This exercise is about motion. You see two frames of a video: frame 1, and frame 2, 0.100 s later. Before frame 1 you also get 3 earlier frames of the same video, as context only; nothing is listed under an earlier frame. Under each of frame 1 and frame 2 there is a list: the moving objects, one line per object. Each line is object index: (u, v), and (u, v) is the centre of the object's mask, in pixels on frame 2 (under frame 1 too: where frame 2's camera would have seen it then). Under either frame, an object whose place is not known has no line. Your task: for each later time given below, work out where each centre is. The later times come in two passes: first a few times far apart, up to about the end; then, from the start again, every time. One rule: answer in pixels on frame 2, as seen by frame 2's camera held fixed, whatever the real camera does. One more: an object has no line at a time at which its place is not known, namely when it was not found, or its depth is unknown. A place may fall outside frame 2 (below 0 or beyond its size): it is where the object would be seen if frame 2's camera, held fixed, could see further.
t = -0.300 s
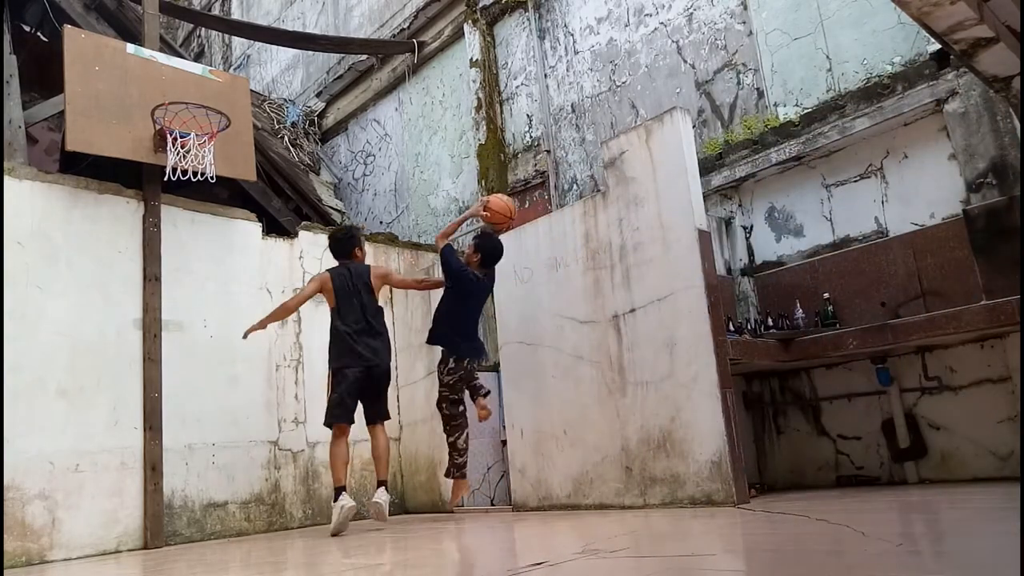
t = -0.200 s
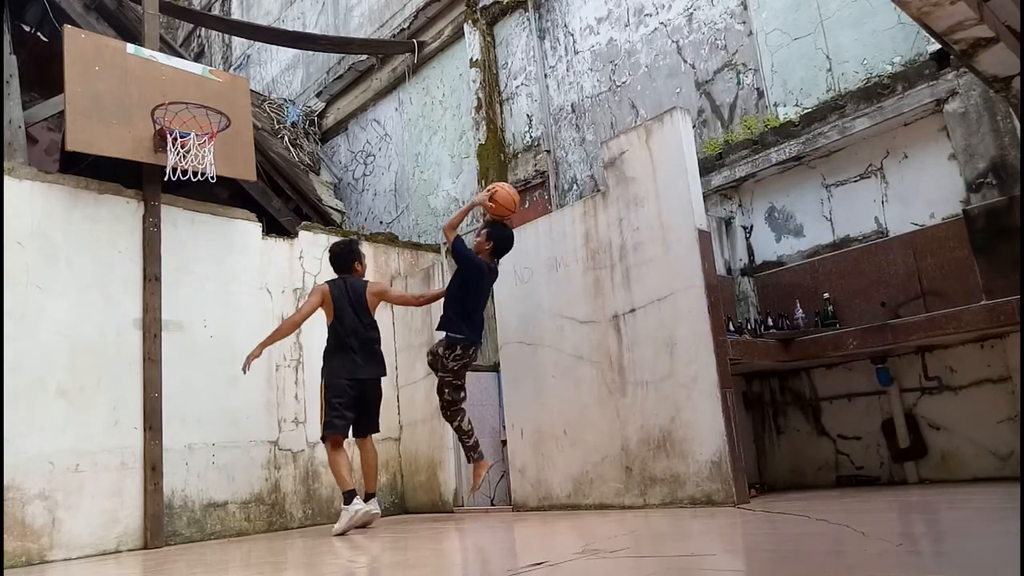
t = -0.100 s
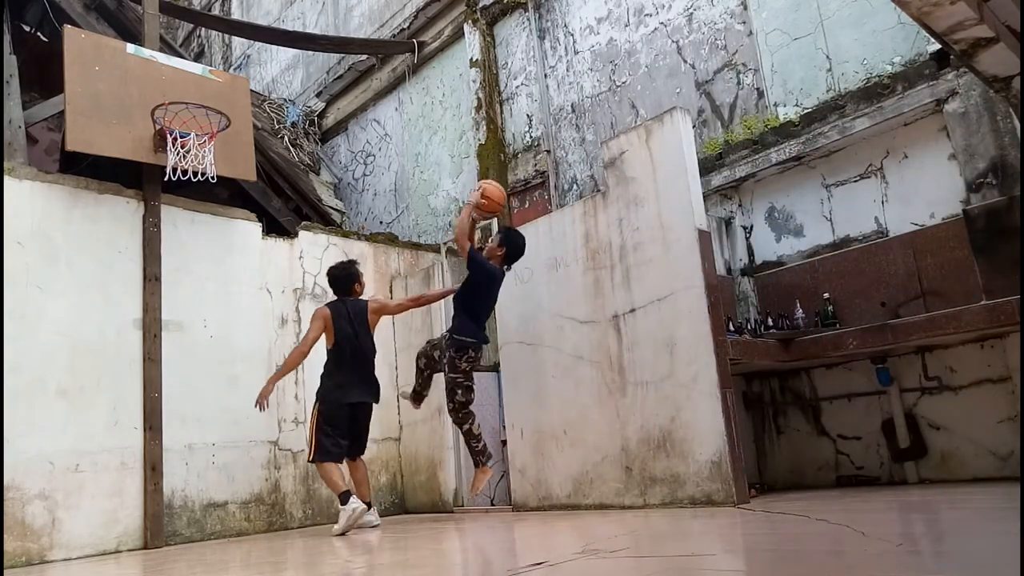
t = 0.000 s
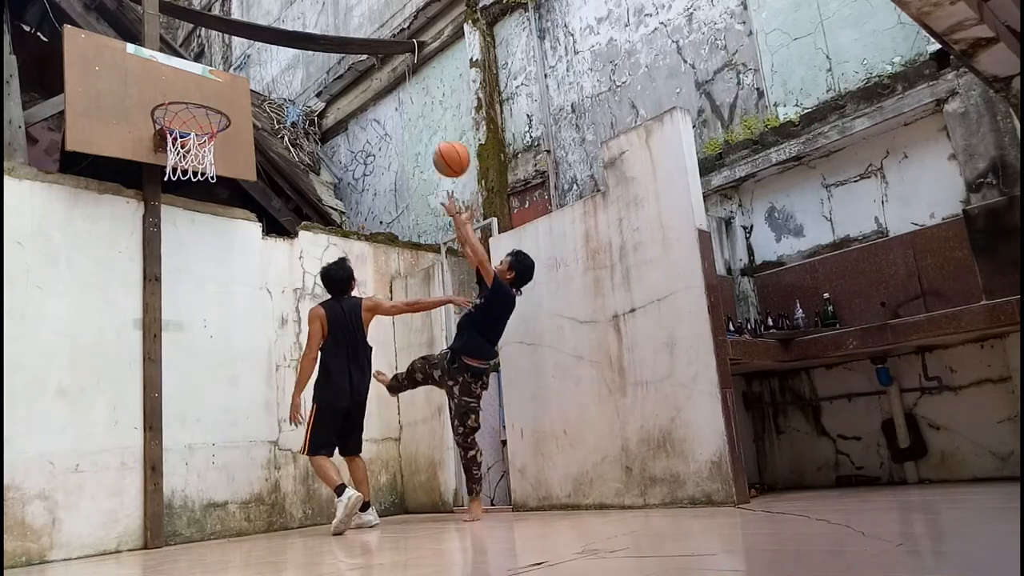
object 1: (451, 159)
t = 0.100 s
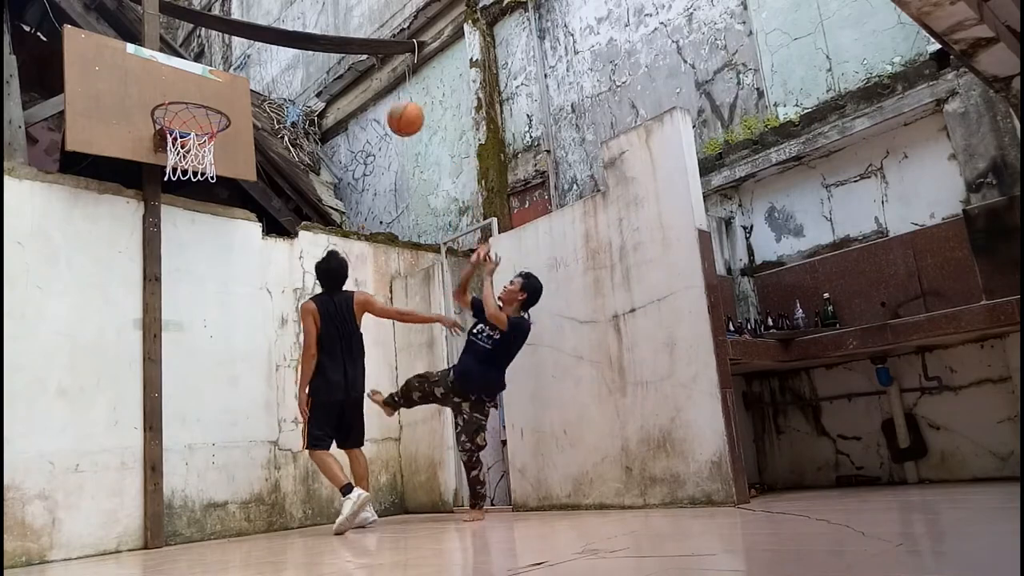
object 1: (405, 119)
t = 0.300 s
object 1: (315, 78)
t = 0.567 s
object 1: (198, 105)
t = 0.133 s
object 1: (390, 107)
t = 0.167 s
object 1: (375, 98)
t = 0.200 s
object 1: (361, 90)
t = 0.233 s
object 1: (346, 84)
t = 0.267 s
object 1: (331, 81)
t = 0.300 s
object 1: (315, 78)
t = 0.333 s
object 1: (301, 75)
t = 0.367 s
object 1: (287, 75)
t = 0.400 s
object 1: (272, 76)
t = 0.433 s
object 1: (258, 79)
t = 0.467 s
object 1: (243, 82)
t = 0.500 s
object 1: (228, 88)
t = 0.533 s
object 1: (214, 93)
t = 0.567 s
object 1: (198, 105)
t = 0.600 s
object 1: (183, 115)
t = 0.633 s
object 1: (174, 125)
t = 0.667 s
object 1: (177, 135)
